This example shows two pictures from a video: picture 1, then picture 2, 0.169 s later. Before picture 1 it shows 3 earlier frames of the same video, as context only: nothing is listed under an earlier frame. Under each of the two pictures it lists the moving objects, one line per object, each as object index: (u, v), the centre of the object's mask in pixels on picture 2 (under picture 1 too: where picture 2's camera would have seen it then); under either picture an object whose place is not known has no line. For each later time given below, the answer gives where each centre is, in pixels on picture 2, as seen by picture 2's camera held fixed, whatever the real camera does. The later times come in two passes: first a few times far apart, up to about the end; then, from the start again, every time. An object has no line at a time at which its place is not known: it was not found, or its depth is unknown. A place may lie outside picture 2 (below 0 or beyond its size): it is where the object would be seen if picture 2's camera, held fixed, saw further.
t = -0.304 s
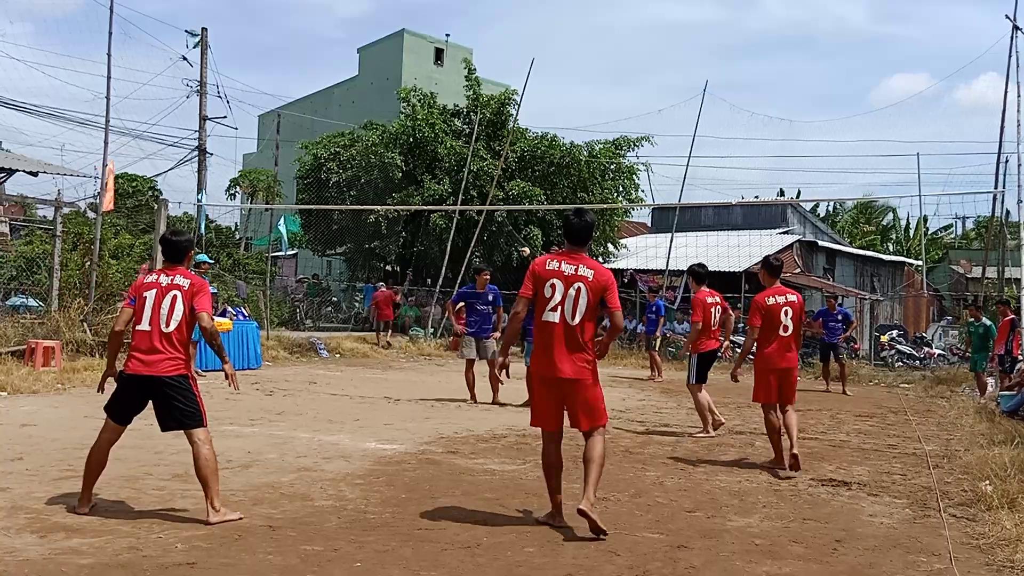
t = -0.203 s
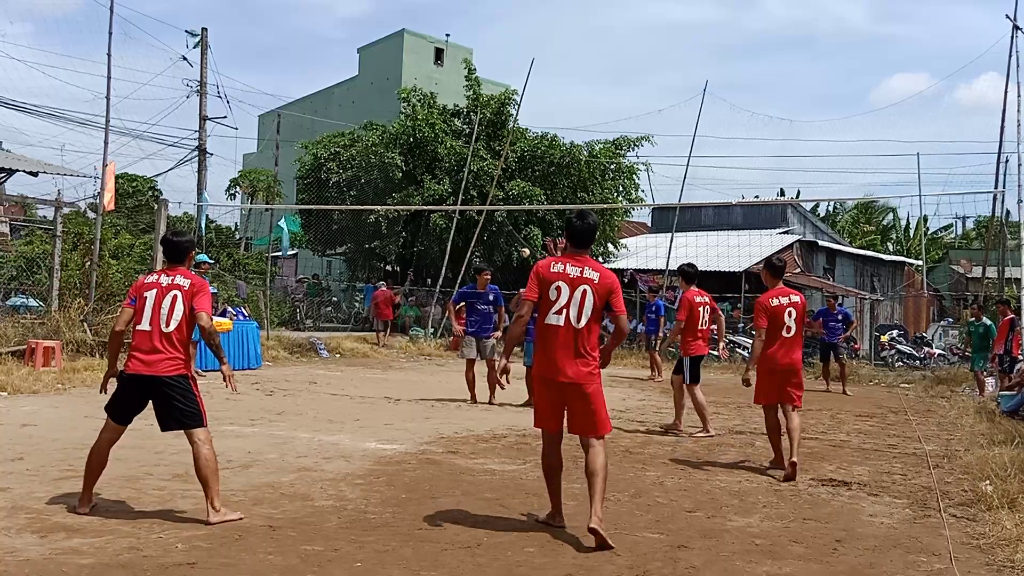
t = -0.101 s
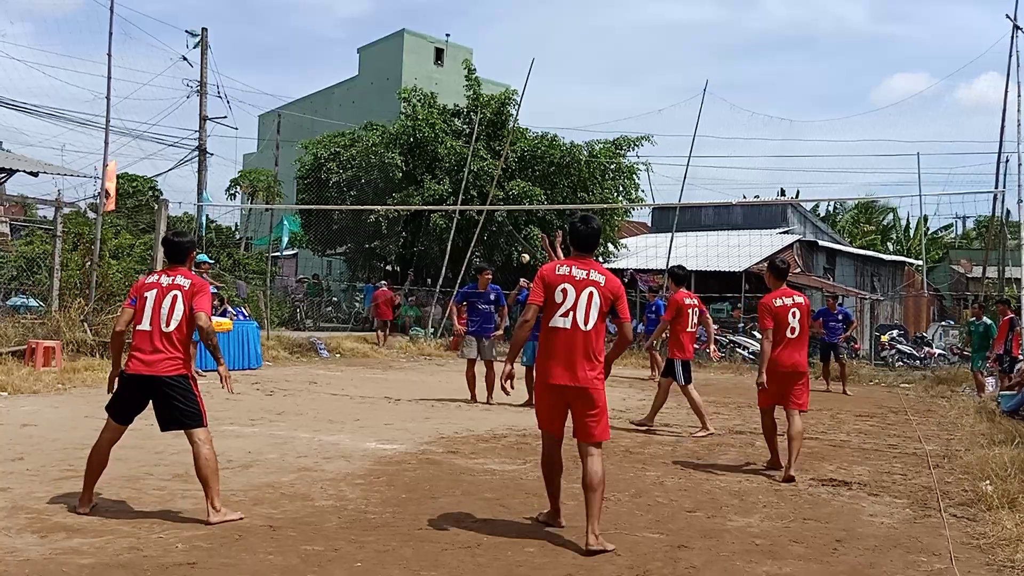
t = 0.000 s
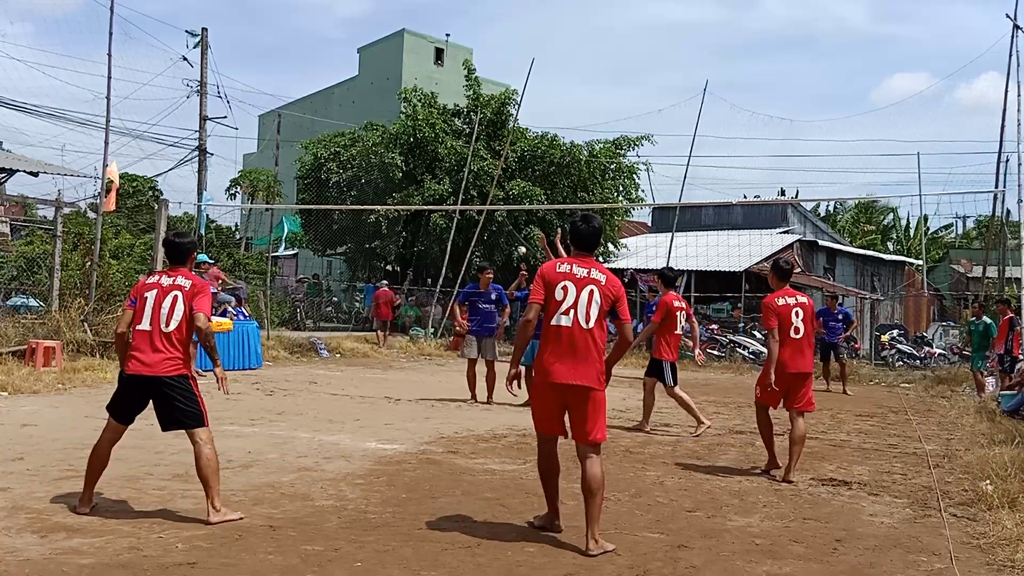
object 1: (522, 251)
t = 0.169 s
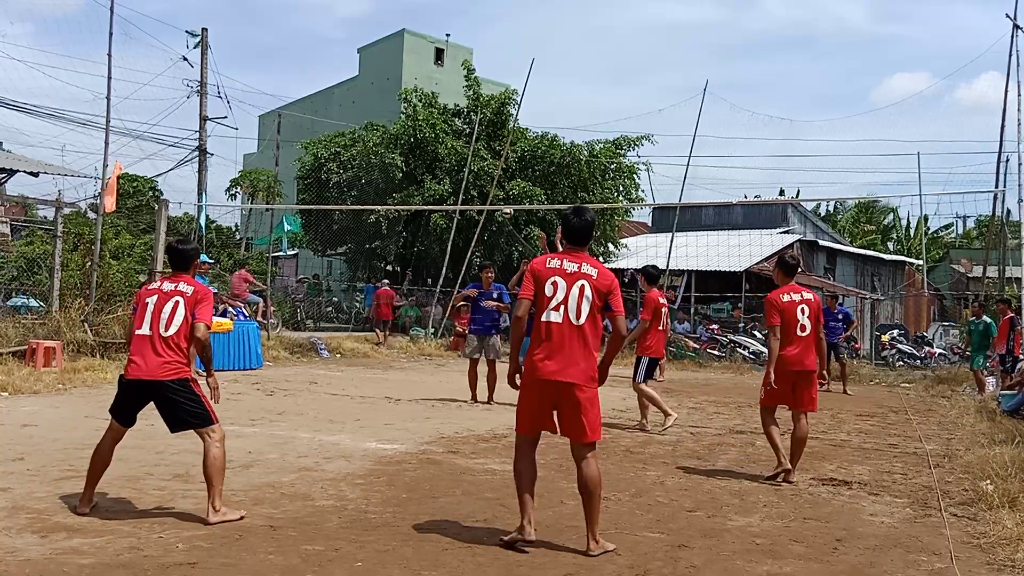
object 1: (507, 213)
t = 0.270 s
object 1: (497, 191)
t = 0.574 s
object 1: (447, 153)
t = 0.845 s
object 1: (371, 170)
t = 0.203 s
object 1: (504, 203)
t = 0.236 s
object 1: (500, 198)
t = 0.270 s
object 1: (497, 191)
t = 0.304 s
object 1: (493, 185)
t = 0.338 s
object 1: (489, 180)
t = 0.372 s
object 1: (484, 174)
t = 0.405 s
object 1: (479, 169)
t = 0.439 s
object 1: (474, 164)
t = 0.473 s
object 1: (467, 161)
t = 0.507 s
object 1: (461, 157)
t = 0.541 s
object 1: (454, 154)
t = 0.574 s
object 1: (447, 153)
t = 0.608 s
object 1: (439, 151)
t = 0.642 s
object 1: (431, 151)
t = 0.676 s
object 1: (423, 151)
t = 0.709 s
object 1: (413, 153)
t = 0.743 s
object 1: (404, 155)
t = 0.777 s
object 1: (393, 159)
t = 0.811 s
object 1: (383, 163)
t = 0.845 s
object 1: (371, 170)
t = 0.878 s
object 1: (358, 177)
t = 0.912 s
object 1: (344, 187)
